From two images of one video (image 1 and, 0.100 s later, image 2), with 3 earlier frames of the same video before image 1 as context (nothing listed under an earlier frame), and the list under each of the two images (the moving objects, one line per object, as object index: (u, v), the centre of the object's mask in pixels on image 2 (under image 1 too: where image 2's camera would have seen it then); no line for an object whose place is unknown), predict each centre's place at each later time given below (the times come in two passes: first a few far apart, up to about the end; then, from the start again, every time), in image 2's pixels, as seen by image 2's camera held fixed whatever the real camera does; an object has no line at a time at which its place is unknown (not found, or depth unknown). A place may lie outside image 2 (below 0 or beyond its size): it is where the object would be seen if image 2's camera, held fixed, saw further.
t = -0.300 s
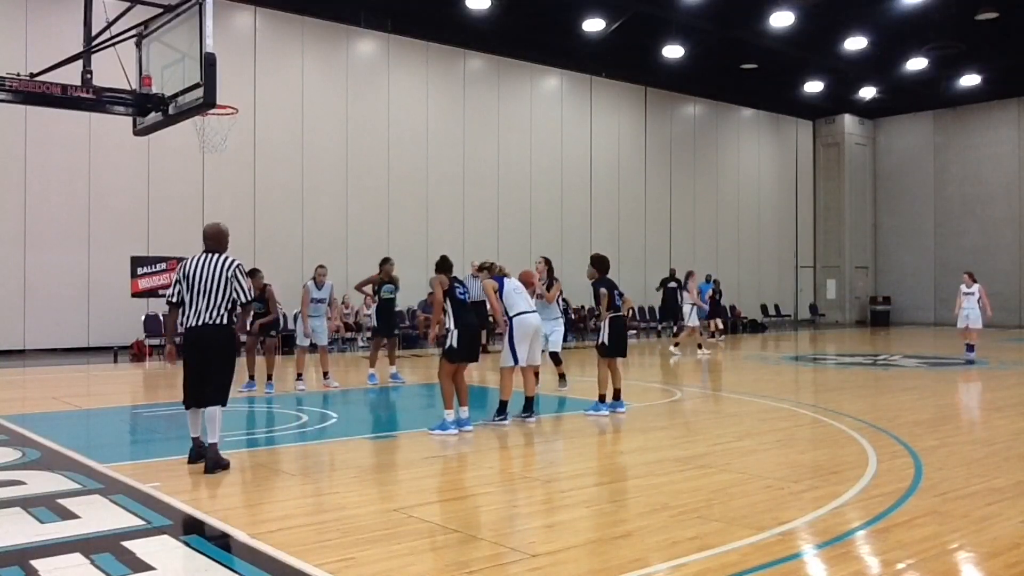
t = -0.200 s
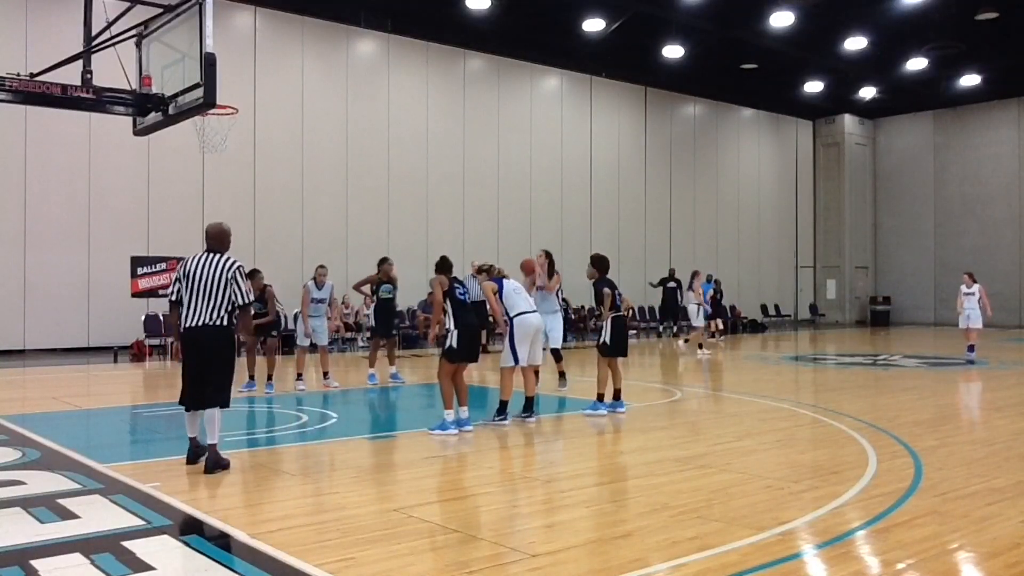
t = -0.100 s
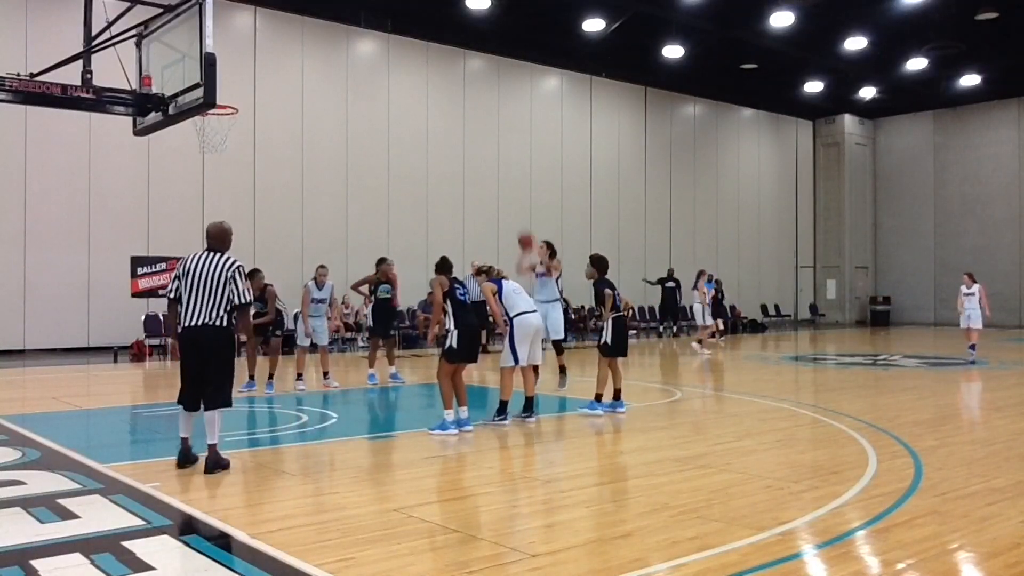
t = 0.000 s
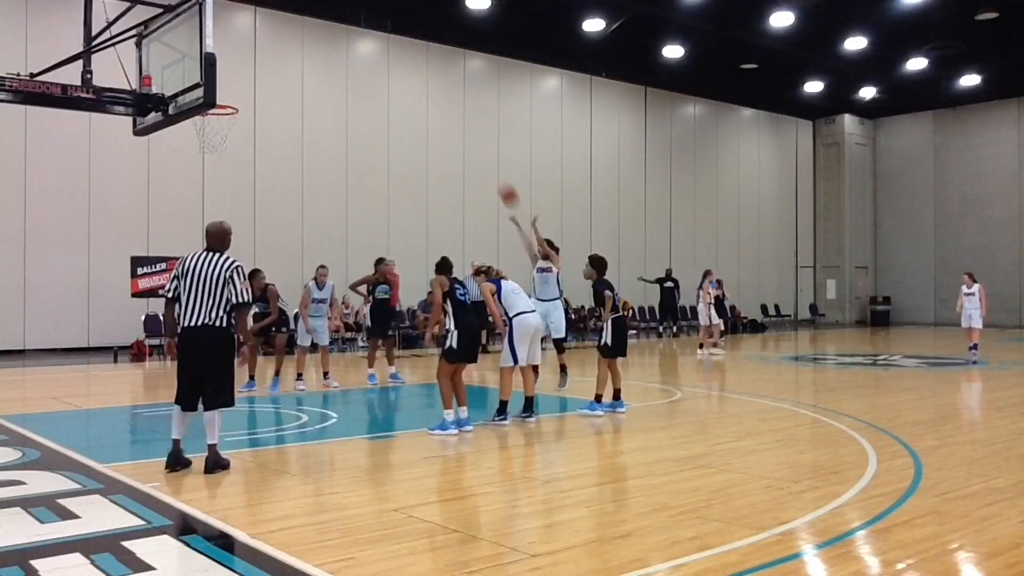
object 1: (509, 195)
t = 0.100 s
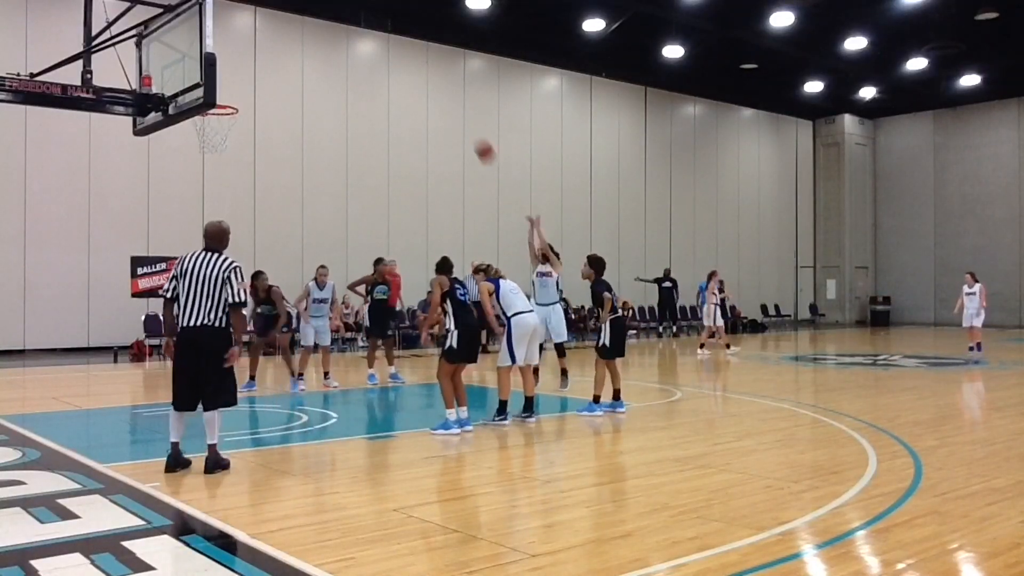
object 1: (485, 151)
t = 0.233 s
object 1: (451, 103)
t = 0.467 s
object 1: (390, 47)
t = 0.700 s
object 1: (323, 34)
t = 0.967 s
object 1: (236, 80)
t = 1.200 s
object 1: (190, 140)
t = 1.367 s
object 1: (187, 184)
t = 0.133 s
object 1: (476, 138)
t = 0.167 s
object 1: (468, 124)
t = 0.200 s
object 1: (460, 114)
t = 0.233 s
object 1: (451, 103)
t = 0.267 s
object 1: (443, 93)
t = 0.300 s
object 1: (435, 83)
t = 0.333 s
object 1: (426, 74)
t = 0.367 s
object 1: (417, 66)
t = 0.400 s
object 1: (408, 59)
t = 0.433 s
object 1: (400, 53)
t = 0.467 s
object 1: (390, 47)
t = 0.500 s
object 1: (382, 43)
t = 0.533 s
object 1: (372, 38)
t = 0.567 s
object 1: (362, 35)
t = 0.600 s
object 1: (353, 33)
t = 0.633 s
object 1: (343, 33)
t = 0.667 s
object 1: (333, 33)
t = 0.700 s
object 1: (323, 34)
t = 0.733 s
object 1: (312, 36)
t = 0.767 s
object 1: (302, 39)
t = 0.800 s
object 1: (291, 43)
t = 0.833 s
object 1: (281, 48)
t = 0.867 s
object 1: (270, 54)
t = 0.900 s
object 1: (259, 62)
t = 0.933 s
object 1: (247, 71)
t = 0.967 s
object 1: (236, 80)
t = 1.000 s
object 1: (227, 90)
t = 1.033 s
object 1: (220, 102)
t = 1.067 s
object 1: (199, 123)
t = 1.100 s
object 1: (193, 128)
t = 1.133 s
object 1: (192, 130)
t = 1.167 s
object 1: (191, 135)
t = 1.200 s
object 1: (190, 140)
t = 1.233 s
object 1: (190, 146)
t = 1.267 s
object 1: (189, 154)
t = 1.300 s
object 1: (189, 162)
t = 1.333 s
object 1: (188, 173)
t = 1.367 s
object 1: (187, 184)
